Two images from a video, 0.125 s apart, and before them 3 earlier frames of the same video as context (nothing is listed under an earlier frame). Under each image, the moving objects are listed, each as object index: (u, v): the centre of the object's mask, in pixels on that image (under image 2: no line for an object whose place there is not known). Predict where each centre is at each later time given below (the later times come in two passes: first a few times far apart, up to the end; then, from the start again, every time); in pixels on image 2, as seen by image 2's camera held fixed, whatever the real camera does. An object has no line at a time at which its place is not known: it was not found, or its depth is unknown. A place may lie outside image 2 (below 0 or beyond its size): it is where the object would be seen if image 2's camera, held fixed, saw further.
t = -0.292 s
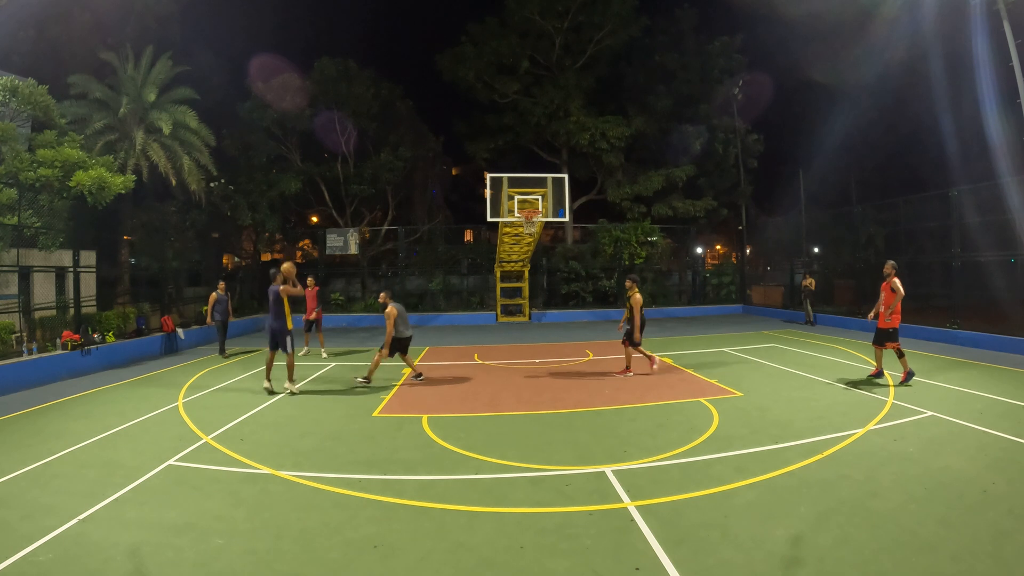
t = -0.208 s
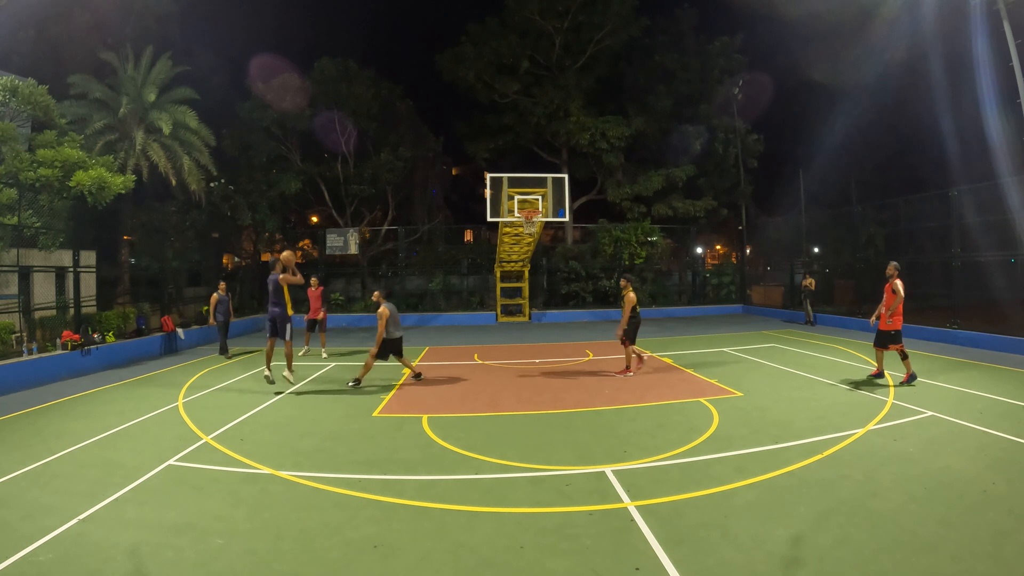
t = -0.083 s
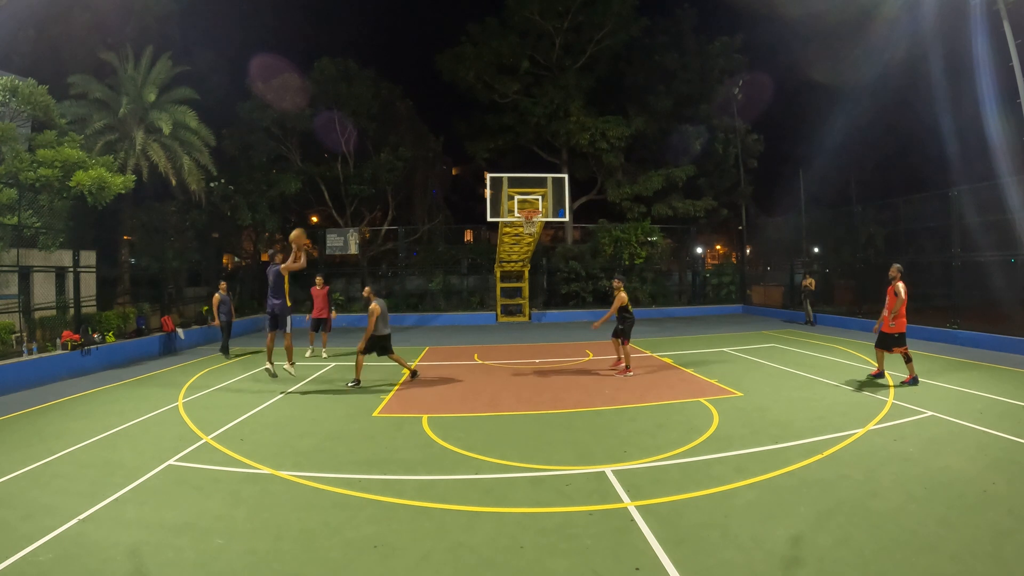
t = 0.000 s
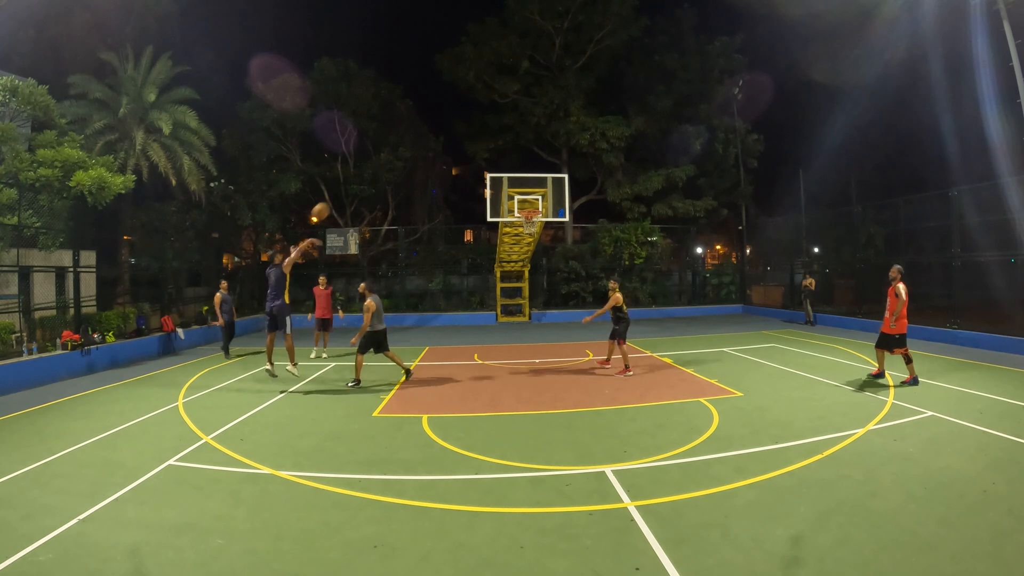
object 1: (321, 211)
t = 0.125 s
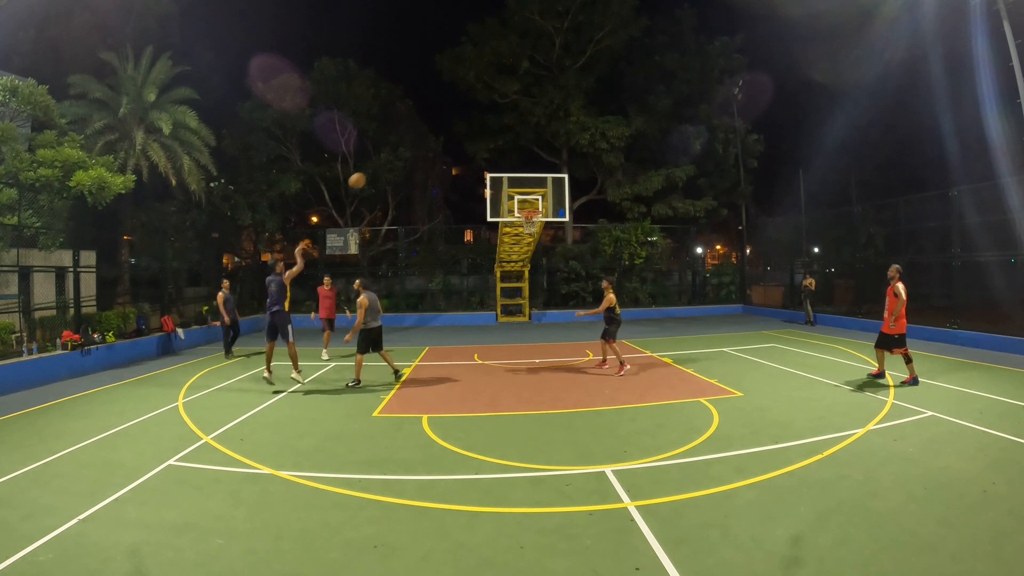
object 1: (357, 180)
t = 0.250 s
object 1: (391, 162)
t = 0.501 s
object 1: (450, 154)
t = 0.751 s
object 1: (499, 176)
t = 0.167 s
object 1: (369, 173)
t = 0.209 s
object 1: (380, 167)
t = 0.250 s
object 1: (391, 162)
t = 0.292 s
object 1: (401, 158)
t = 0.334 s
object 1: (412, 155)
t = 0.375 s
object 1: (422, 154)
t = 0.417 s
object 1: (431, 153)
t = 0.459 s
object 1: (441, 153)
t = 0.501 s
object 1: (450, 154)
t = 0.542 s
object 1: (459, 155)
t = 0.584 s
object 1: (467, 158)
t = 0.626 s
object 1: (476, 161)
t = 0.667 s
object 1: (484, 165)
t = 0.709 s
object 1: (492, 170)
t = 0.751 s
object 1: (499, 176)
